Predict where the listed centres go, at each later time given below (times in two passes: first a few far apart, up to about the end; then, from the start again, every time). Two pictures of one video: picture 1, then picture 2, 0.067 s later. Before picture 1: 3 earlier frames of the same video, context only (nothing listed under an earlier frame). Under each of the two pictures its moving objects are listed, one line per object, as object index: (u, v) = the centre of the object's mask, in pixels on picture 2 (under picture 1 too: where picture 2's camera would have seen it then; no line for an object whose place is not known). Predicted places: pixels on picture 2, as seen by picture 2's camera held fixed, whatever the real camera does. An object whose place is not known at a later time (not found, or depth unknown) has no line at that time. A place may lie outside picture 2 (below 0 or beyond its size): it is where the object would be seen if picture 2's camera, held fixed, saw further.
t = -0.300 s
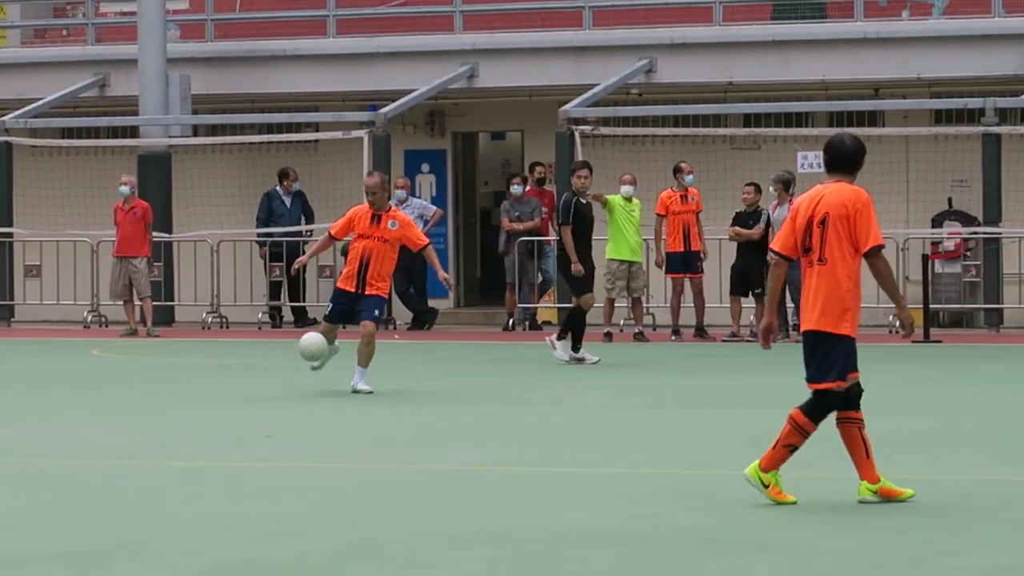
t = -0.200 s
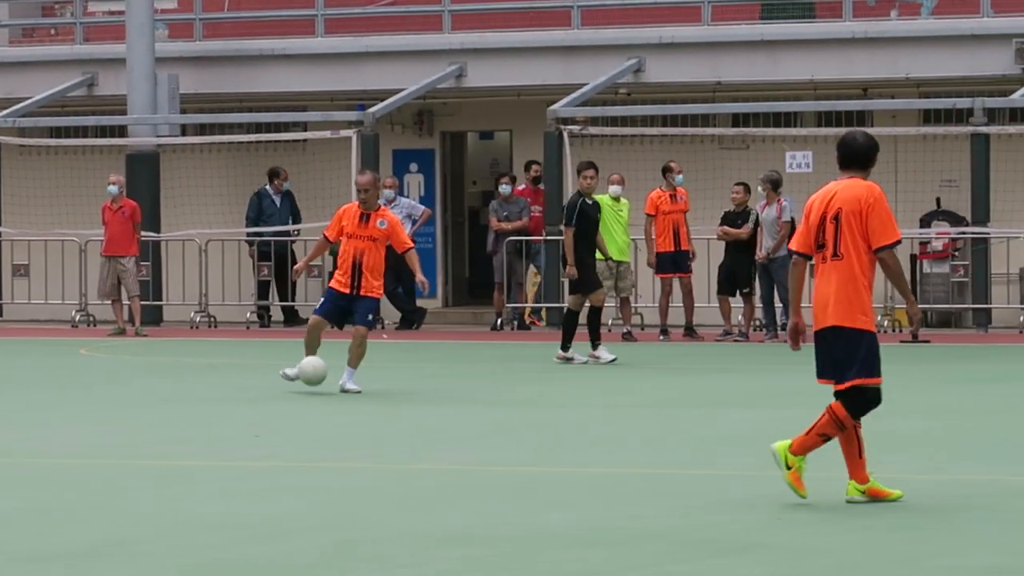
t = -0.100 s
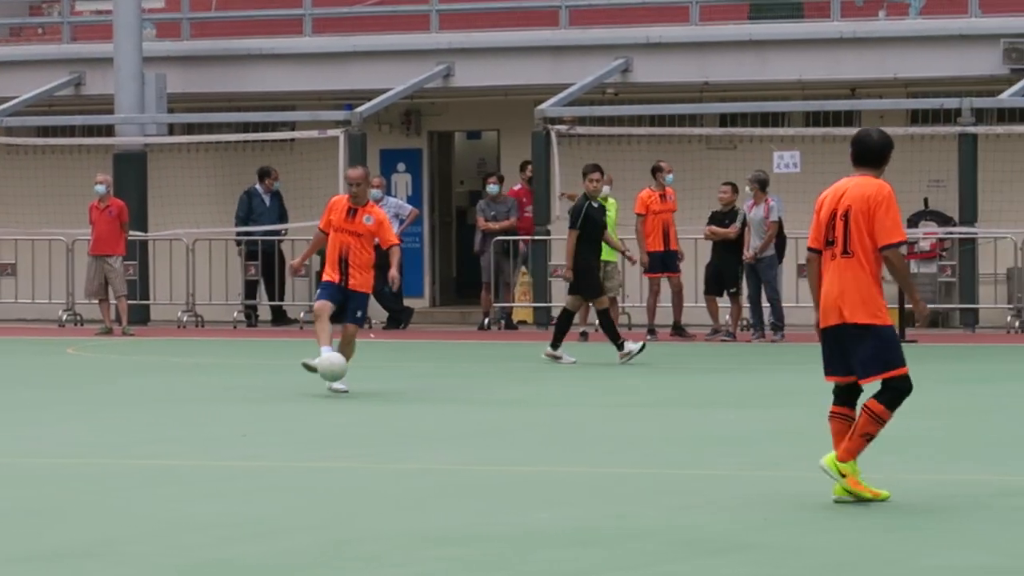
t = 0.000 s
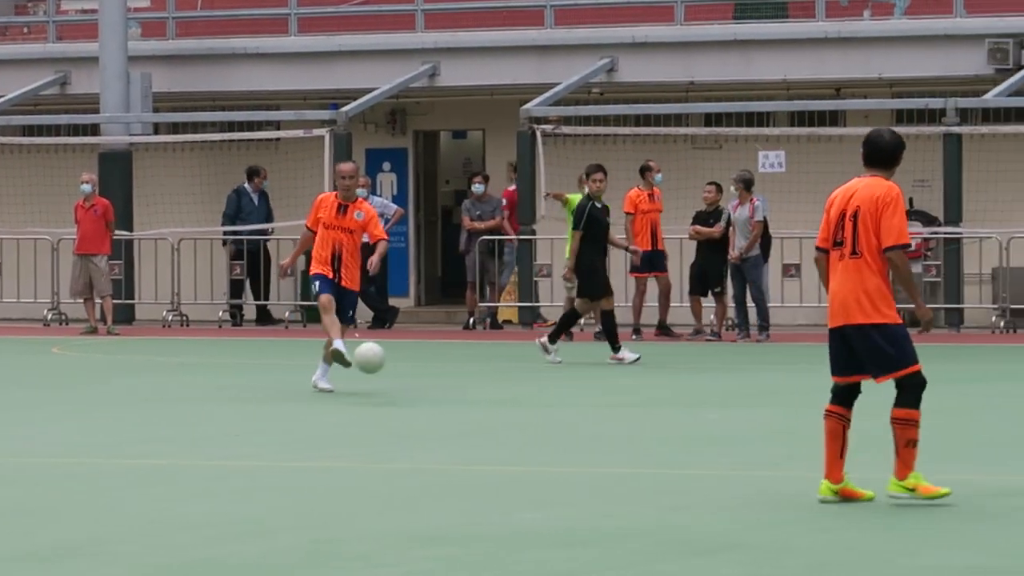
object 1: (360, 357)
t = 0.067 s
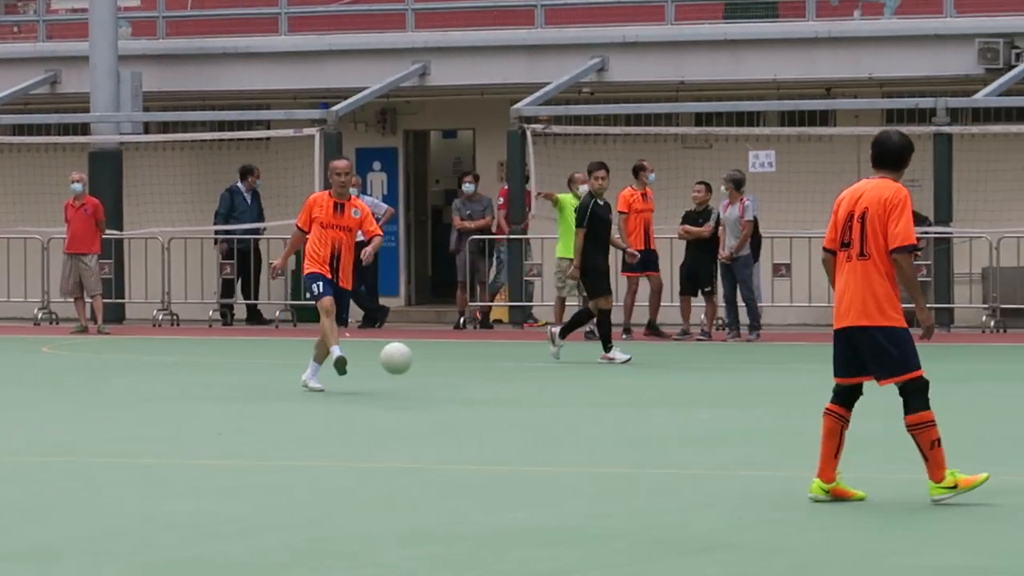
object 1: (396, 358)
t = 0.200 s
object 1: (473, 380)
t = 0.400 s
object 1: (590, 388)
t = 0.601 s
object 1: (709, 419)
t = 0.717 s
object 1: (775, 418)
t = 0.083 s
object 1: (405, 359)
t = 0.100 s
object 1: (415, 361)
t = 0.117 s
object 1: (424, 363)
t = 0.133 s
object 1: (434, 365)
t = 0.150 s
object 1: (444, 368)
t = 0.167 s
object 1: (454, 372)
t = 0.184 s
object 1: (463, 376)
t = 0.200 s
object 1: (473, 380)
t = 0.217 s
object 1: (483, 385)
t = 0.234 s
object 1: (493, 390)
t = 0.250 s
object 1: (504, 396)
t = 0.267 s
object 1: (514, 402)
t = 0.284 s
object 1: (524, 403)
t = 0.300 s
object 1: (533, 399)
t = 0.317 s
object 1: (542, 396)
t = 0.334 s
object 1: (552, 394)
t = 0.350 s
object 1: (562, 391)
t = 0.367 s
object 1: (571, 390)
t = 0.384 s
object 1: (581, 389)
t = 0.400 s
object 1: (590, 388)
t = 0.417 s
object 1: (601, 387)
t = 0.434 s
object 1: (610, 388)
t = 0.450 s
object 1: (620, 388)
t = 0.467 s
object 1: (630, 389)
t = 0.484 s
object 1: (639, 391)
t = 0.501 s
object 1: (648, 394)
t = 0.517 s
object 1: (658, 396)
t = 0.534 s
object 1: (669, 400)
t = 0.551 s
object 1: (678, 404)
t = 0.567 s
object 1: (688, 408)
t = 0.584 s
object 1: (699, 413)
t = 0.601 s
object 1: (709, 419)
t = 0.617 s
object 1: (720, 426)
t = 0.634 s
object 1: (730, 430)
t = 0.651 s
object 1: (739, 427)
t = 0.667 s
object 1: (747, 424)
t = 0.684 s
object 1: (756, 422)
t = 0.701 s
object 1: (765, 420)
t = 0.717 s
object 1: (775, 418)
